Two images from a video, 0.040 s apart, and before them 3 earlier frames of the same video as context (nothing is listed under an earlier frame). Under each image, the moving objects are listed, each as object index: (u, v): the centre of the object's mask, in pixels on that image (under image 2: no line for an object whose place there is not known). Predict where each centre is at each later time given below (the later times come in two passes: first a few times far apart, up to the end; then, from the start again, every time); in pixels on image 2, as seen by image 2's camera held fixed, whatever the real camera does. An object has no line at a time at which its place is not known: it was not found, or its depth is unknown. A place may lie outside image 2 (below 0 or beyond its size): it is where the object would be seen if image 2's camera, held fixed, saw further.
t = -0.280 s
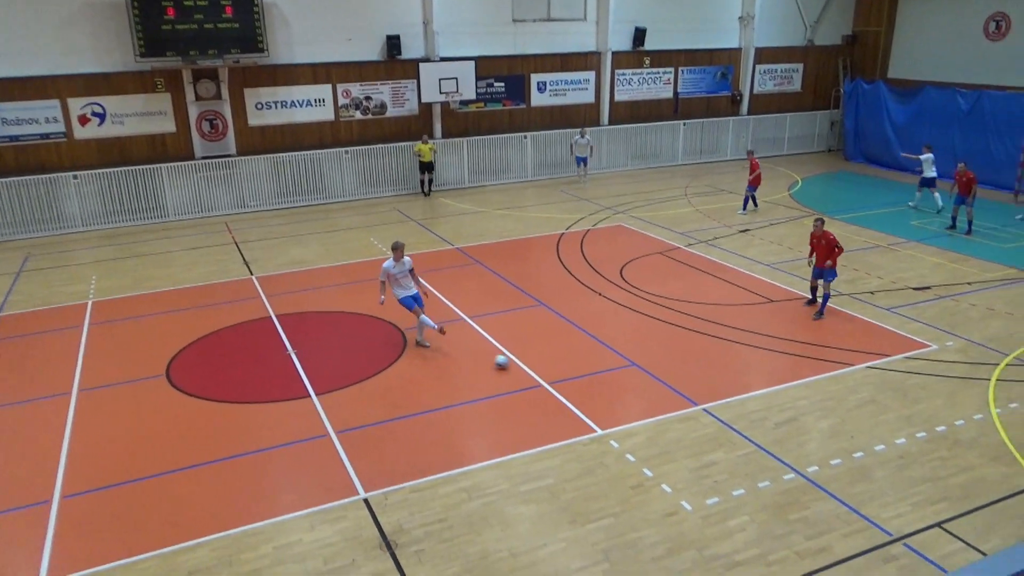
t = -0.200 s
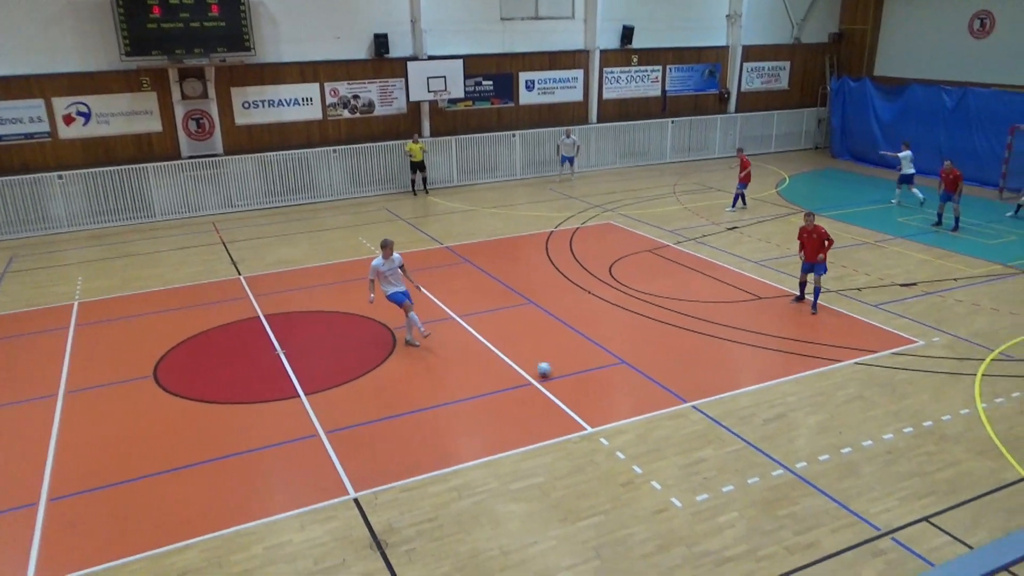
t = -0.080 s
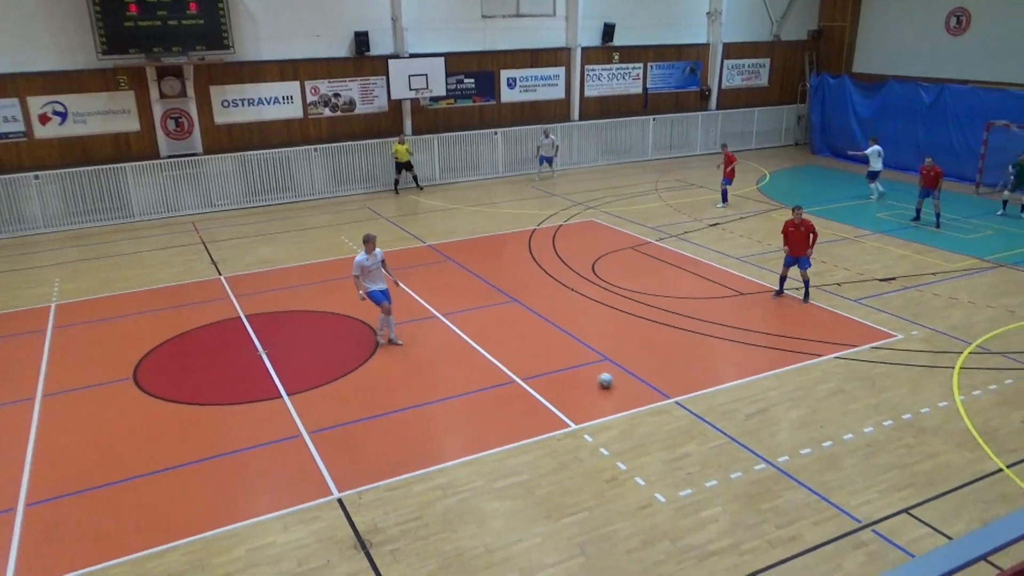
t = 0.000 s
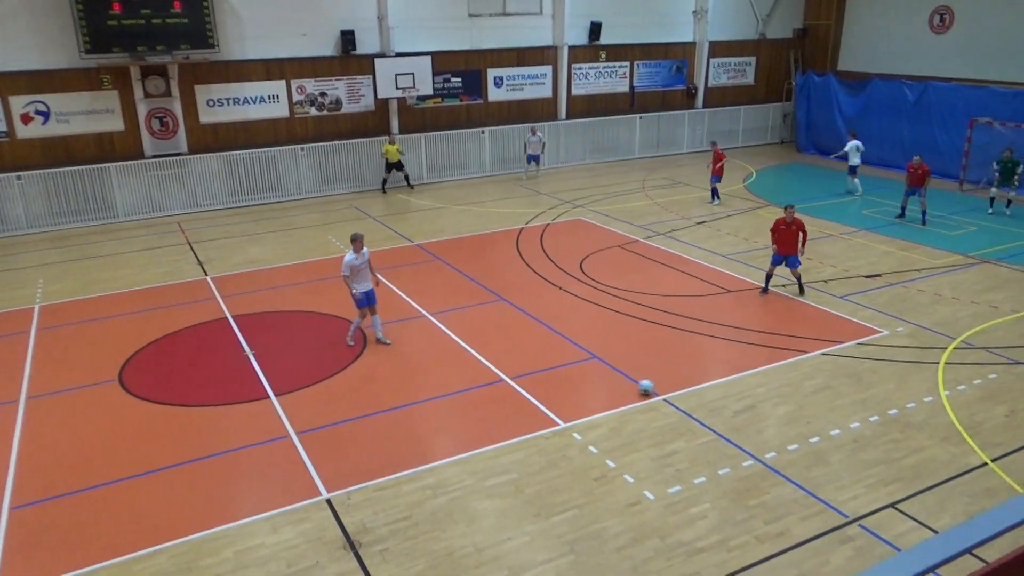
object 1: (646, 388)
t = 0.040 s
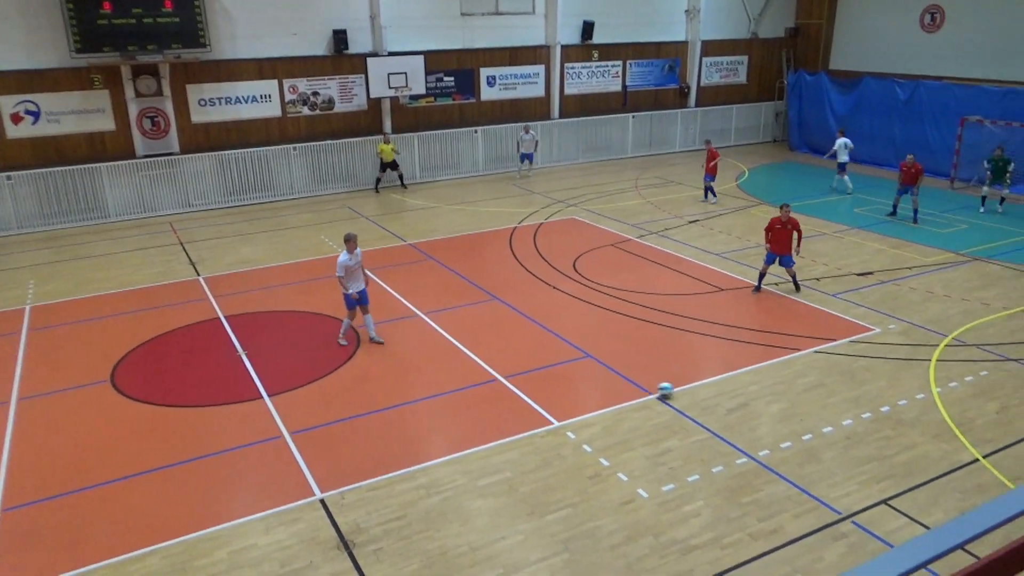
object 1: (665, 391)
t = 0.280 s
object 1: (818, 416)
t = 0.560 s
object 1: (997, 447)
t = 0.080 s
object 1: (691, 395)
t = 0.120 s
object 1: (716, 399)
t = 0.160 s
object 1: (742, 404)
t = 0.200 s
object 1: (768, 408)
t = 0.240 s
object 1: (793, 412)
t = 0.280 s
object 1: (818, 416)
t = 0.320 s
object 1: (845, 421)
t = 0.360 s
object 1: (870, 424)
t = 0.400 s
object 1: (895, 429)
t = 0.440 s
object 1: (921, 434)
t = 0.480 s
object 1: (945, 437)
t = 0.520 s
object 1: (971, 442)
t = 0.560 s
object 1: (997, 447)
